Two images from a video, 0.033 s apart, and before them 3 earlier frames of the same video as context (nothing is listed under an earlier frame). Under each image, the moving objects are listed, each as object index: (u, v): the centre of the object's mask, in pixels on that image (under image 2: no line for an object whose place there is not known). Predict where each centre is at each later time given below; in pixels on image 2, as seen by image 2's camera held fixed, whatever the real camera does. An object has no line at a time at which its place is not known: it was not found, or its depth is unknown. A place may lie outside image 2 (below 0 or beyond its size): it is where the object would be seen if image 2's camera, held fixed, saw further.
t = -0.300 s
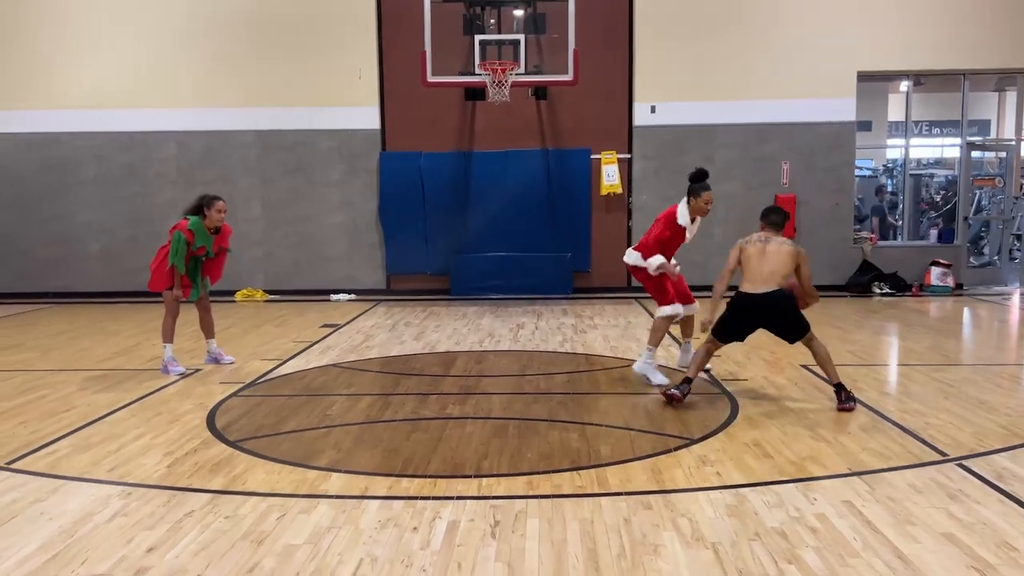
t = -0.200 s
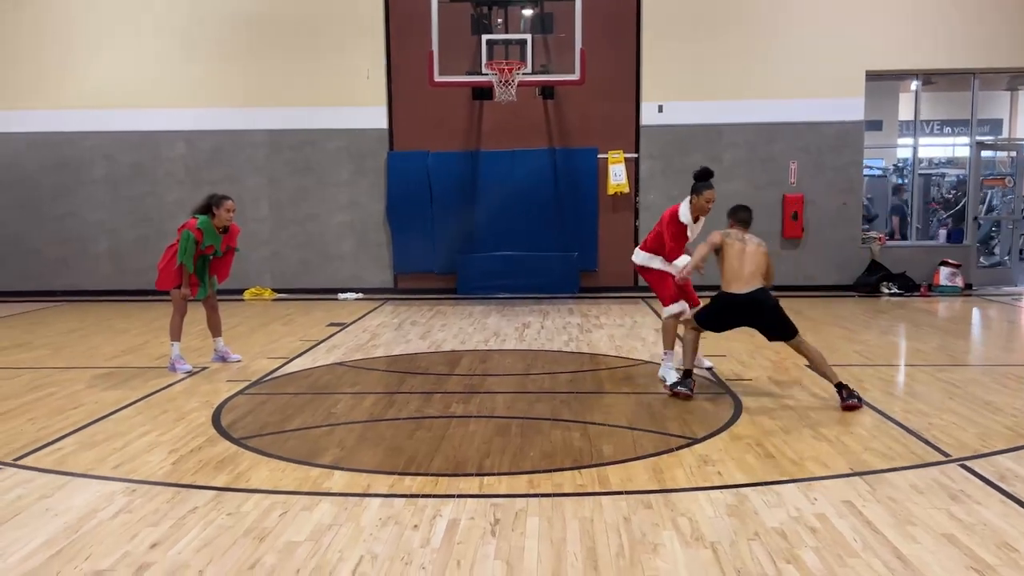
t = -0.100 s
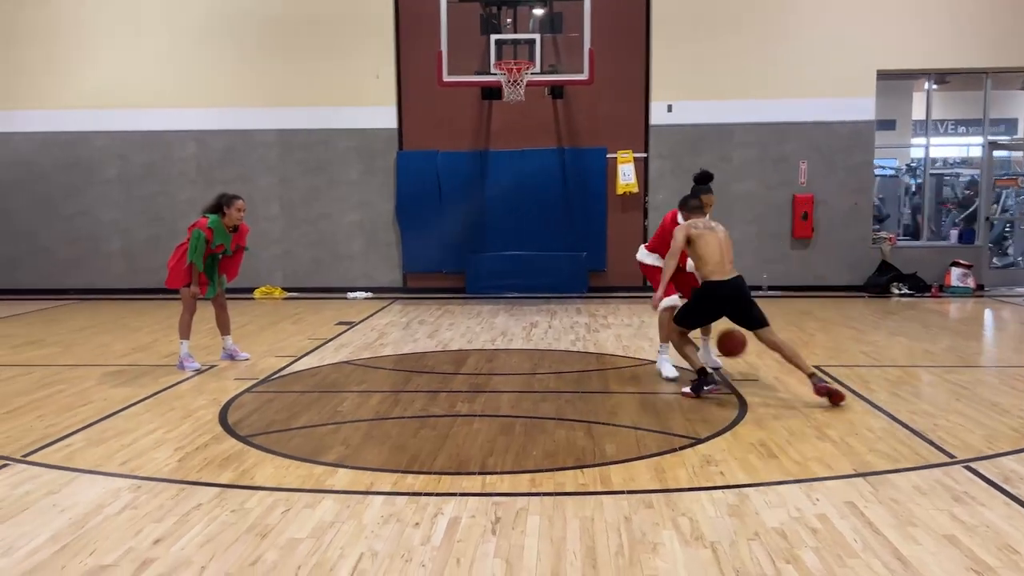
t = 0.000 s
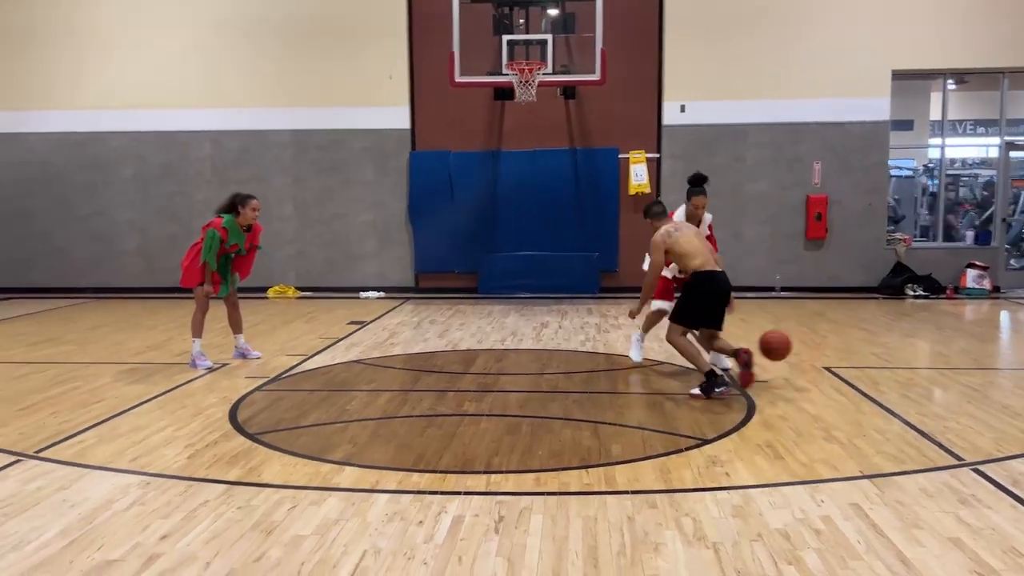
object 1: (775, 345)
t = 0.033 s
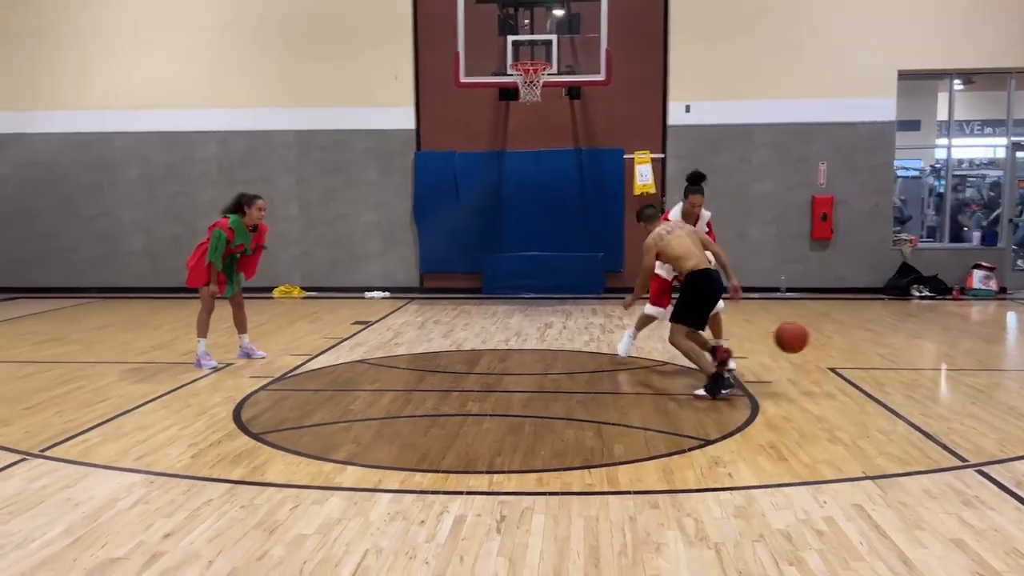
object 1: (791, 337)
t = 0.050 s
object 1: (798, 333)
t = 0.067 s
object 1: (804, 329)
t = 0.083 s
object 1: (810, 326)
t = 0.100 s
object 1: (817, 323)
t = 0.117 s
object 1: (823, 320)
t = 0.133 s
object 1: (829, 318)
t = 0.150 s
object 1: (836, 315)
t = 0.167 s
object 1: (843, 314)
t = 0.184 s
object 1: (850, 313)
